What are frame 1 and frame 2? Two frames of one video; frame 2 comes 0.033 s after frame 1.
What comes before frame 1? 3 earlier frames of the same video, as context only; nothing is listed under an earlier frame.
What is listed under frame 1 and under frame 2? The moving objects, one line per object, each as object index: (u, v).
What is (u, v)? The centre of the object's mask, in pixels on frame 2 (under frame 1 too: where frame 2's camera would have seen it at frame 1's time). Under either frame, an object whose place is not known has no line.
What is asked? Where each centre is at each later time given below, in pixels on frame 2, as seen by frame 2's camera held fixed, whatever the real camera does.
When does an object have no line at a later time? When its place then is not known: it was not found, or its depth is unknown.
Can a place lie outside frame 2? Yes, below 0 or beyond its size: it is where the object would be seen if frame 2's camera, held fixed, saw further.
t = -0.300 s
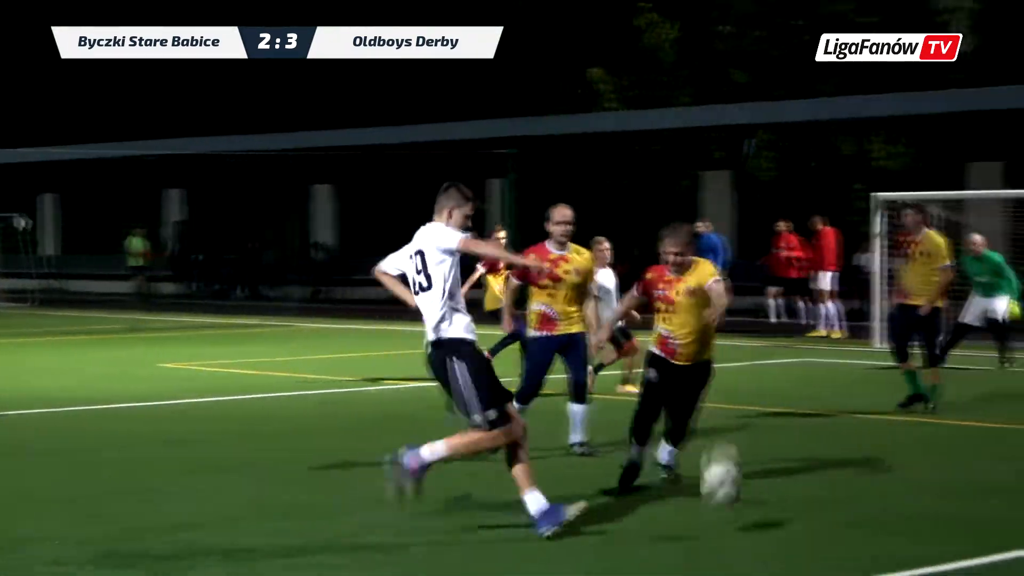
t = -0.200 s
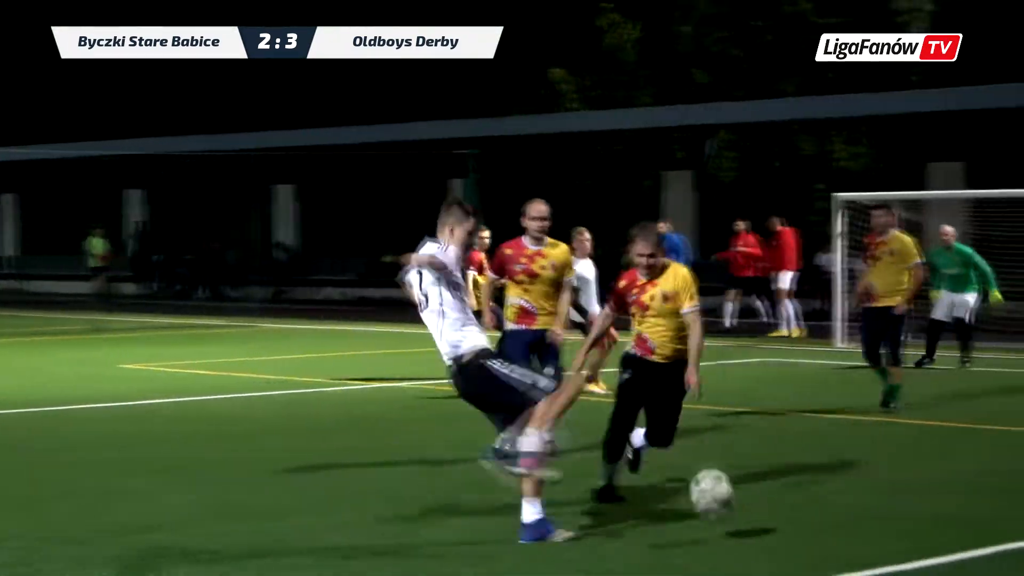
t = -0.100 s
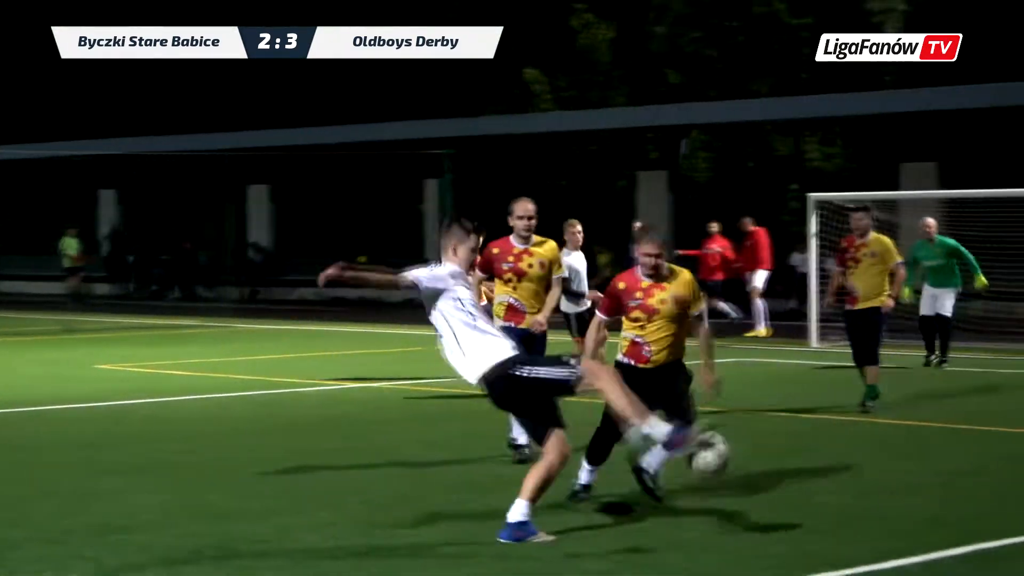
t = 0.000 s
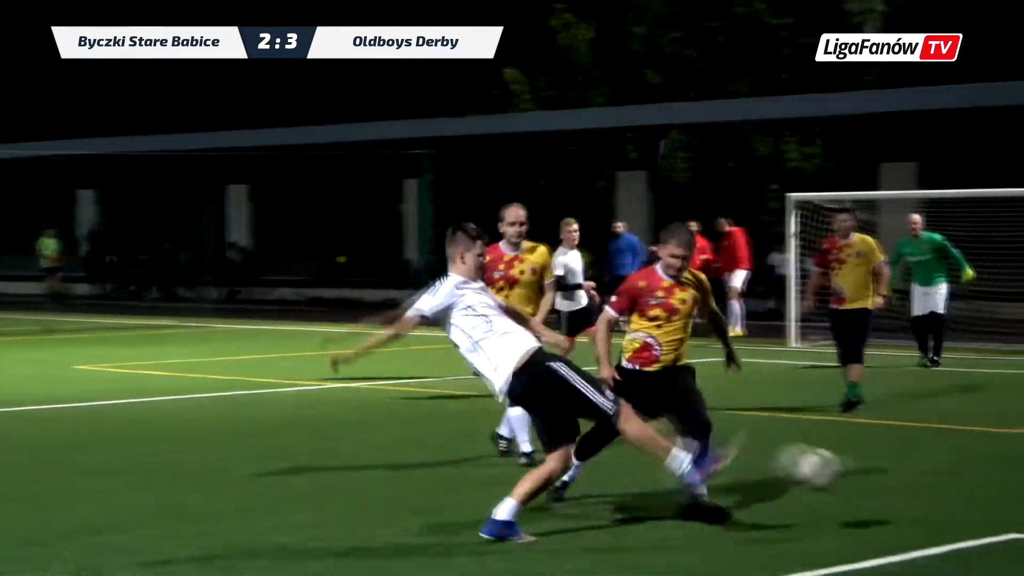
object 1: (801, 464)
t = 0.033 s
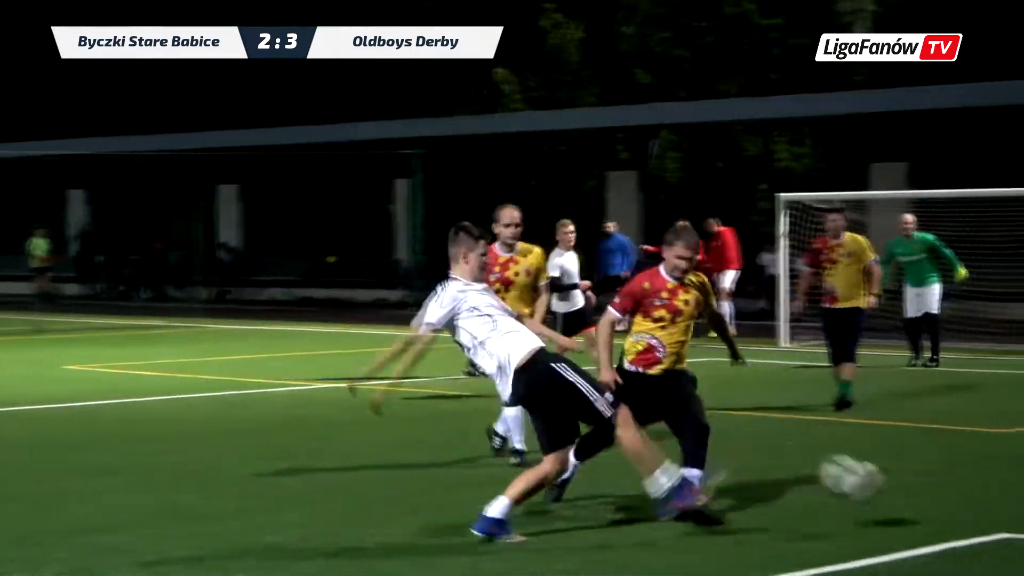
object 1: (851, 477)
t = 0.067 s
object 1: (896, 492)
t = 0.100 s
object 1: (925, 503)
